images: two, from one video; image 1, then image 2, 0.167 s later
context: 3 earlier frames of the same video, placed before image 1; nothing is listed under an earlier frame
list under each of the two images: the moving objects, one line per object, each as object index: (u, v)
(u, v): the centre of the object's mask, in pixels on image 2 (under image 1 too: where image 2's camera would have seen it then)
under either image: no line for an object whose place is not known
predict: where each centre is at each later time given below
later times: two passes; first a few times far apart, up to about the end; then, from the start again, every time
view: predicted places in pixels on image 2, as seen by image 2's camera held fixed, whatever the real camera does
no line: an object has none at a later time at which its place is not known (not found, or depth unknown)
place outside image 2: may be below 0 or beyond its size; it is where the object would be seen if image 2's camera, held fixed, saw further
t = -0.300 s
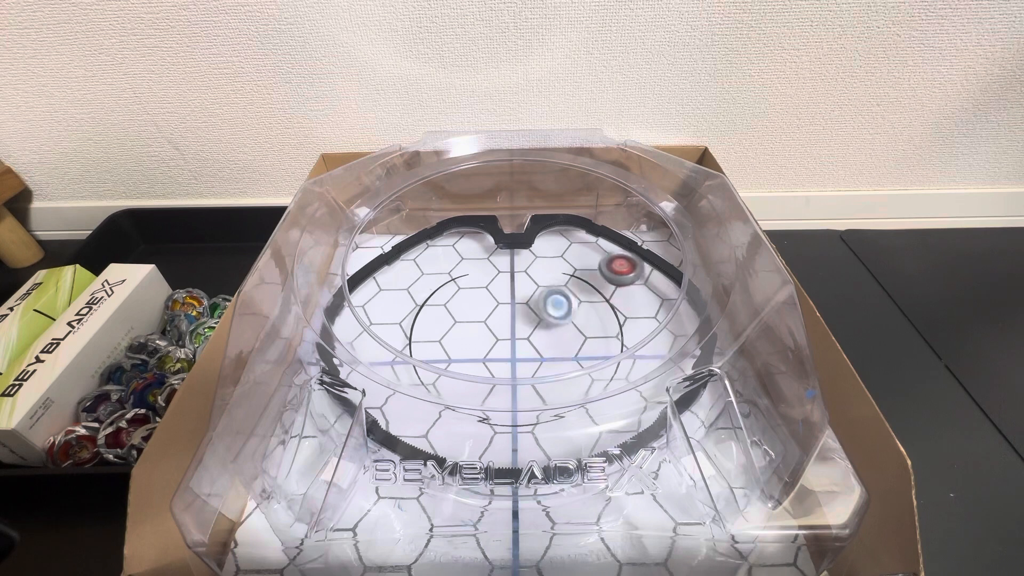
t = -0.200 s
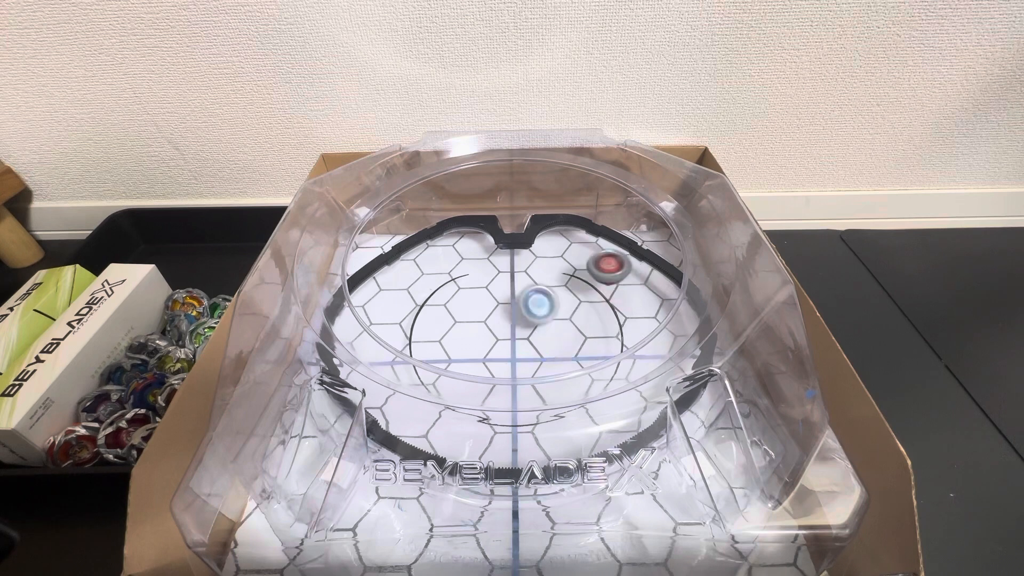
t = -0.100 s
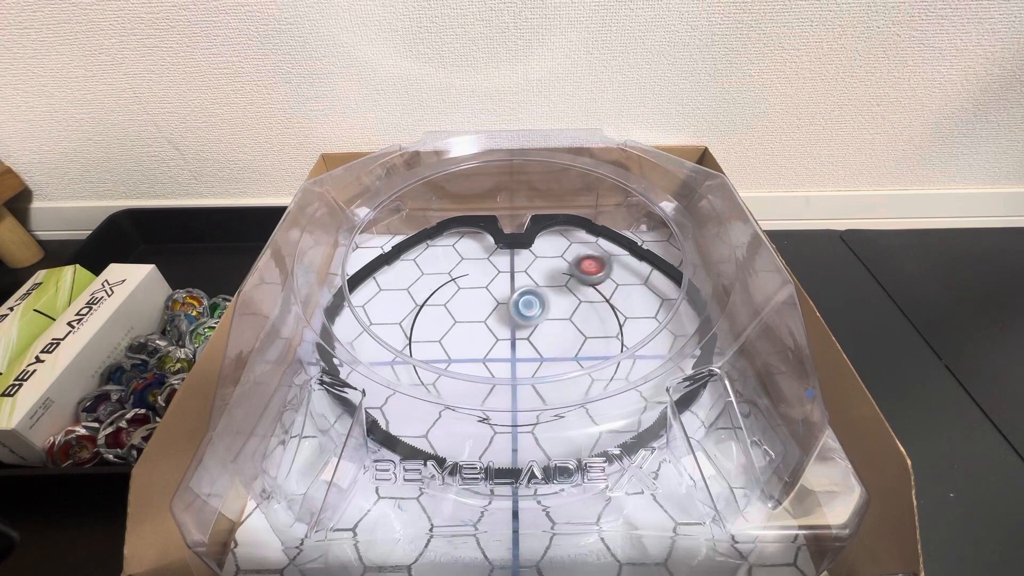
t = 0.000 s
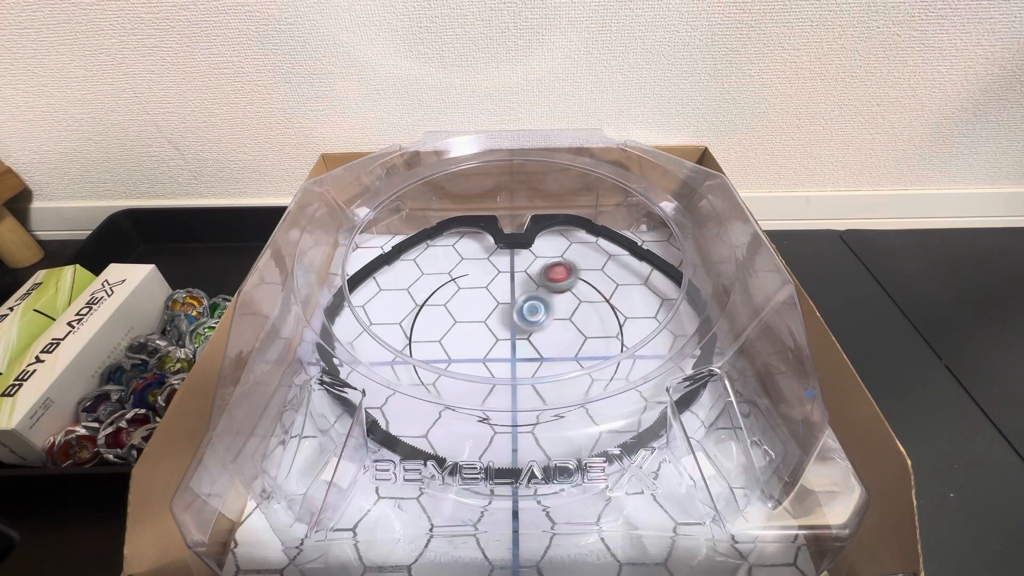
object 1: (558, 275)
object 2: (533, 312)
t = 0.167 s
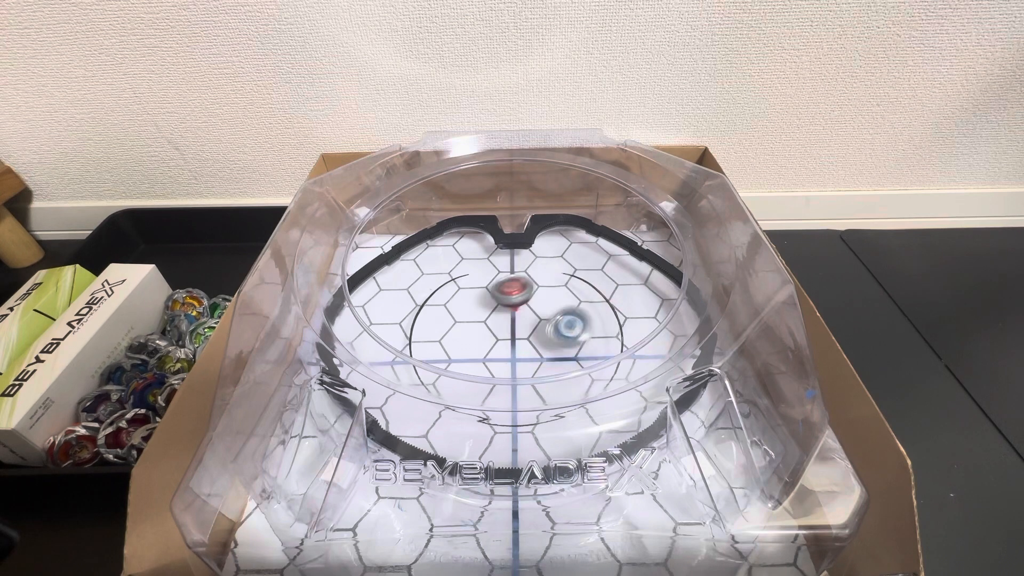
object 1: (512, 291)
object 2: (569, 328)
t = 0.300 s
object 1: (480, 302)
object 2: (614, 337)
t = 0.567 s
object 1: (424, 329)
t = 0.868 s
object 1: (469, 356)
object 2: (531, 316)
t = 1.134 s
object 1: (543, 338)
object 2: (409, 338)
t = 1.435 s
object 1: (593, 296)
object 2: (346, 345)
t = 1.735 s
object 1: (538, 297)
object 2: (464, 325)
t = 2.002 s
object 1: (536, 322)
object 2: (442, 292)
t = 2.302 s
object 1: (535, 348)
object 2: (510, 308)
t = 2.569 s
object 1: (518, 340)
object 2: (547, 267)
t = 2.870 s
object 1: (465, 337)
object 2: (548, 310)
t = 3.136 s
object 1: (428, 352)
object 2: (592, 303)
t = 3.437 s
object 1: (471, 339)
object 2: (537, 341)
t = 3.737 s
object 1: (477, 320)
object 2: (607, 333)
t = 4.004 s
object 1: (446, 256)
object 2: (602, 355)
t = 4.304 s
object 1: (437, 245)
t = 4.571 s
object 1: (544, 306)
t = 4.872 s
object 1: (609, 344)
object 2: (517, 345)
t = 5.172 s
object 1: (576, 354)
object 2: (546, 311)
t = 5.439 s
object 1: (578, 349)
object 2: (575, 301)
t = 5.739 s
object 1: (575, 347)
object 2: (530, 321)
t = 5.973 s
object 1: (575, 347)
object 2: (491, 313)
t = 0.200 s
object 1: (503, 294)
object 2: (581, 331)
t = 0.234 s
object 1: (495, 297)
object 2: (593, 332)
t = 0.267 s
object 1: (488, 300)
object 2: (605, 338)
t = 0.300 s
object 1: (480, 302)
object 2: (614, 337)
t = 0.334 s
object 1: (471, 305)
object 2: (615, 338)
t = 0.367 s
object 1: (464, 308)
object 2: (617, 339)
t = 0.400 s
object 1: (456, 311)
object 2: (623, 344)
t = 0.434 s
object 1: (449, 314)
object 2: (628, 349)
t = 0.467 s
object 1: (442, 317)
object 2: (634, 357)
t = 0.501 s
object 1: (435, 321)
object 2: (641, 365)
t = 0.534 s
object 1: (428, 324)
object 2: (643, 378)
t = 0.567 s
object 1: (424, 329)
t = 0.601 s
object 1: (421, 333)
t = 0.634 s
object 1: (419, 338)
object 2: (635, 366)
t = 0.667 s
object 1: (421, 342)
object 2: (622, 356)
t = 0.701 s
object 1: (425, 346)
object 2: (608, 343)
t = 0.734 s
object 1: (431, 350)
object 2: (595, 337)
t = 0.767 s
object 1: (439, 353)
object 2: (579, 329)
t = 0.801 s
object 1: (447, 355)
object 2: (564, 323)
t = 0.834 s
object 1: (458, 355)
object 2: (548, 318)
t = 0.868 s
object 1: (469, 356)
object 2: (531, 316)
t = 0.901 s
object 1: (480, 355)
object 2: (515, 317)
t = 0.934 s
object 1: (490, 354)
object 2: (499, 315)
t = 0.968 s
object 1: (500, 352)
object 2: (484, 316)
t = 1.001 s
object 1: (510, 350)
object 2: (468, 320)
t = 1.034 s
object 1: (518, 347)
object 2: (450, 325)
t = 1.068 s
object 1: (526, 345)
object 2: (433, 329)
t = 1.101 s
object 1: (535, 341)
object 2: (415, 335)
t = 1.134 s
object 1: (543, 338)
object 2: (409, 338)
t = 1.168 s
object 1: (552, 334)
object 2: (406, 343)
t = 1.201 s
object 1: (560, 330)
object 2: (397, 351)
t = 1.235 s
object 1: (567, 327)
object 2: (391, 353)
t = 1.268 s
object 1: (574, 321)
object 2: (384, 353)
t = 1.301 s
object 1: (579, 317)
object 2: (376, 352)
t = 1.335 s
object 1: (585, 311)
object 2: (369, 348)
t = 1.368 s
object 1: (589, 307)
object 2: (356, 346)
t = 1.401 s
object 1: (592, 301)
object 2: (340, 345)
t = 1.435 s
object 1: (593, 296)
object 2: (346, 345)
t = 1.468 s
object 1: (593, 292)
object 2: (362, 345)
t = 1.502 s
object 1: (590, 289)
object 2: (378, 344)
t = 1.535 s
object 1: (585, 287)
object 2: (395, 340)
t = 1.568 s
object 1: (578, 287)
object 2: (409, 338)
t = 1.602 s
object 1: (571, 287)
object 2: (420, 338)
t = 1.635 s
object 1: (562, 288)
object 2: (432, 337)
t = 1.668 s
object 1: (553, 291)
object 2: (445, 333)
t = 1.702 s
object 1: (545, 294)
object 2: (454, 330)
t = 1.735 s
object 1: (538, 297)
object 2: (464, 325)
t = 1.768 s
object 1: (530, 302)
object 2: (471, 318)
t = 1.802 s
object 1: (524, 304)
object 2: (477, 309)
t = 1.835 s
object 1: (531, 306)
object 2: (469, 304)
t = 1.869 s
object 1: (536, 308)
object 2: (461, 298)
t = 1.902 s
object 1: (538, 311)
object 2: (454, 294)
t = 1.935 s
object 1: (538, 315)
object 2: (448, 292)
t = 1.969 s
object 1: (537, 318)
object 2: (444, 291)
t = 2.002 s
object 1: (536, 322)
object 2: (442, 292)
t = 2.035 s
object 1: (536, 326)
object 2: (441, 294)
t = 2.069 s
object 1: (536, 329)
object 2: (443, 296)
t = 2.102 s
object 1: (535, 333)
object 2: (446, 300)
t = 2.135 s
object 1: (535, 336)
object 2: (452, 304)
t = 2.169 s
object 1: (535, 339)
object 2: (460, 307)
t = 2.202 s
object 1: (535, 342)
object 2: (470, 309)
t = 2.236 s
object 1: (535, 344)
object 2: (483, 311)
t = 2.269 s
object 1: (535, 347)
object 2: (496, 310)
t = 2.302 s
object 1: (535, 348)
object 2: (510, 308)
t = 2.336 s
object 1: (534, 348)
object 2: (522, 303)
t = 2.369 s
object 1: (533, 349)
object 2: (532, 298)
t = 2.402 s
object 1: (532, 348)
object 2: (542, 290)
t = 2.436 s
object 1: (530, 347)
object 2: (548, 282)
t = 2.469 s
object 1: (528, 345)
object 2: (550, 275)
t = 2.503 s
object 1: (525, 344)
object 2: (551, 271)
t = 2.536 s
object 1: (522, 342)
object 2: (549, 269)
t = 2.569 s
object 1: (518, 340)
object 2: (547, 267)
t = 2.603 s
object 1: (514, 338)
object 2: (544, 267)
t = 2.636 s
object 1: (510, 336)
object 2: (541, 269)
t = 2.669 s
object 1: (506, 334)
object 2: (537, 272)
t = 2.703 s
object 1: (503, 332)
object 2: (533, 278)
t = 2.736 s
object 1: (499, 331)
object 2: (528, 285)
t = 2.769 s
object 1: (495, 330)
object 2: (527, 292)
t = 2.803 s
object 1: (491, 328)
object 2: (526, 302)
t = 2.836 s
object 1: (478, 332)
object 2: (535, 307)
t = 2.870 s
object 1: (465, 337)
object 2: (548, 310)
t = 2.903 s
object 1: (457, 339)
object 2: (559, 312)
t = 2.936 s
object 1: (451, 341)
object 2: (570, 312)
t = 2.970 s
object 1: (445, 344)
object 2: (581, 310)
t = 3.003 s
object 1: (440, 346)
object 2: (588, 308)
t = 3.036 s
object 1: (435, 347)
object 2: (592, 306)
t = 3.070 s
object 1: (432, 349)
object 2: (594, 304)
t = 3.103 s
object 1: (429, 352)
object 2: (594, 304)
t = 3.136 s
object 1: (428, 352)
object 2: (592, 303)
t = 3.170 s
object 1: (430, 352)
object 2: (590, 303)
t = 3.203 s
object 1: (434, 350)
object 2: (584, 304)
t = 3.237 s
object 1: (439, 350)
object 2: (577, 306)
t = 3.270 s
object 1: (445, 350)
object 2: (569, 308)
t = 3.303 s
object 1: (452, 349)
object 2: (560, 313)
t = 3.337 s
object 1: (461, 347)
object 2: (550, 319)
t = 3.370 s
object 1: (468, 344)
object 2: (541, 326)
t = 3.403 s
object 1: (476, 342)
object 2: (533, 334)
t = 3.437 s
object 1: (471, 339)
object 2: (537, 341)
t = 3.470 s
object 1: (461, 335)
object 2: (550, 346)
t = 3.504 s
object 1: (454, 329)
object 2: (562, 349)
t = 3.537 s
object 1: (451, 325)
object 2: (574, 351)
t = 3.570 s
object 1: (452, 323)
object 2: (586, 349)
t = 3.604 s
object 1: (455, 321)
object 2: (596, 346)
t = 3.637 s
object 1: (459, 321)
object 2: (602, 343)
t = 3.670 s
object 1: (464, 322)
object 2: (607, 340)
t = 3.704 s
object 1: (470, 321)
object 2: (608, 337)
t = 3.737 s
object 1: (477, 320)
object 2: (607, 333)
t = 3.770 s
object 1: (484, 319)
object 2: (603, 329)
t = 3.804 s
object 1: (490, 318)
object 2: (596, 325)
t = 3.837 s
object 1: (497, 317)
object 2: (585, 321)
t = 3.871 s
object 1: (504, 316)
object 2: (573, 319)
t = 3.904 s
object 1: (511, 315)
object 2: (561, 319)
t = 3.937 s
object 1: (488, 294)
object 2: (573, 333)
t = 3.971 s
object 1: (466, 273)
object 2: (592, 345)
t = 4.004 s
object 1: (446, 256)
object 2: (602, 355)
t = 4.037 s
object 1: (433, 244)
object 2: (611, 364)
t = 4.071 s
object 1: (424, 233)
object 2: (612, 370)
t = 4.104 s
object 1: (418, 232)
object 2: (613, 377)
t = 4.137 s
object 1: (419, 229)
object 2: (614, 382)
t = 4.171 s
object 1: (420, 228)
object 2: (617, 391)
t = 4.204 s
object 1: (421, 230)
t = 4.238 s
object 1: (422, 232)
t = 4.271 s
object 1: (429, 236)
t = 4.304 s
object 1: (437, 245)
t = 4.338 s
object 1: (448, 244)
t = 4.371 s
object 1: (460, 250)
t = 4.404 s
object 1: (474, 265)
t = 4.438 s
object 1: (488, 270)
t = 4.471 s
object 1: (503, 277)
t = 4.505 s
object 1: (517, 289)
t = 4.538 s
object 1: (531, 297)
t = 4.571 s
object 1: (544, 306)
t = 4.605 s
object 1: (555, 317)
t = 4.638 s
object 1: (565, 324)
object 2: (557, 388)
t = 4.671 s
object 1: (572, 331)
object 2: (555, 383)
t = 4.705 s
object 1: (579, 340)
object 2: (555, 372)
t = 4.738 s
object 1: (589, 340)
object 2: (547, 365)
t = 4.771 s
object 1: (599, 343)
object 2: (534, 361)
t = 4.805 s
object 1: (604, 343)
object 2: (528, 357)
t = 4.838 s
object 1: (608, 343)
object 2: (521, 351)
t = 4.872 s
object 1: (609, 344)
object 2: (517, 345)
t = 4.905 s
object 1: (609, 348)
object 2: (517, 341)
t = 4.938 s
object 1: (606, 350)
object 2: (521, 333)
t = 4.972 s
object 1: (602, 351)
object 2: (524, 327)
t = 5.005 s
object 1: (597, 352)
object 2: (527, 324)
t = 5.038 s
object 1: (590, 352)
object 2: (530, 322)
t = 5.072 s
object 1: (586, 353)
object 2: (533, 319)
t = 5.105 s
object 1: (581, 354)
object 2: (536, 316)
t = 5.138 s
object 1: (578, 354)
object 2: (540, 314)
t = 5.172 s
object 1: (576, 354)
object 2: (546, 311)
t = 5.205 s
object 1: (574, 354)
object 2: (553, 308)
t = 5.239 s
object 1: (574, 354)
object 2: (559, 307)
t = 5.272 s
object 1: (575, 354)
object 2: (566, 305)
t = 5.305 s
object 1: (576, 352)
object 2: (571, 303)
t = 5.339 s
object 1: (578, 351)
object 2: (574, 302)
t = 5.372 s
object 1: (579, 349)
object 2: (576, 301)
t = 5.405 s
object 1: (579, 349)
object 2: (576, 300)
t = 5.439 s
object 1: (578, 349)
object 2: (575, 301)
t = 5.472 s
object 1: (577, 350)
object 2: (573, 301)
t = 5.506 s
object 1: (575, 351)
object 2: (569, 303)
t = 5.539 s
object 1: (574, 351)
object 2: (564, 305)
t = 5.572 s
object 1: (574, 351)
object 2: (558, 308)
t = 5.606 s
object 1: (574, 351)
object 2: (553, 312)
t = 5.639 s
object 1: (574, 350)
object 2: (548, 315)
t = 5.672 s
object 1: (574, 349)
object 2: (541, 318)
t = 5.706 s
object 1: (575, 348)
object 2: (536, 320)
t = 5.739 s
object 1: (575, 347)
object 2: (530, 321)
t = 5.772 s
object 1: (576, 347)
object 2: (523, 322)
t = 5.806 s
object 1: (575, 346)
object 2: (516, 323)
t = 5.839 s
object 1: (575, 347)
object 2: (511, 323)
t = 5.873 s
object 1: (575, 346)
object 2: (506, 322)
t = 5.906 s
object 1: (575, 347)
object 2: (501, 320)
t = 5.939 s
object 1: (575, 347)
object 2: (496, 317)
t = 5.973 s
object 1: (575, 347)
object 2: (491, 313)
